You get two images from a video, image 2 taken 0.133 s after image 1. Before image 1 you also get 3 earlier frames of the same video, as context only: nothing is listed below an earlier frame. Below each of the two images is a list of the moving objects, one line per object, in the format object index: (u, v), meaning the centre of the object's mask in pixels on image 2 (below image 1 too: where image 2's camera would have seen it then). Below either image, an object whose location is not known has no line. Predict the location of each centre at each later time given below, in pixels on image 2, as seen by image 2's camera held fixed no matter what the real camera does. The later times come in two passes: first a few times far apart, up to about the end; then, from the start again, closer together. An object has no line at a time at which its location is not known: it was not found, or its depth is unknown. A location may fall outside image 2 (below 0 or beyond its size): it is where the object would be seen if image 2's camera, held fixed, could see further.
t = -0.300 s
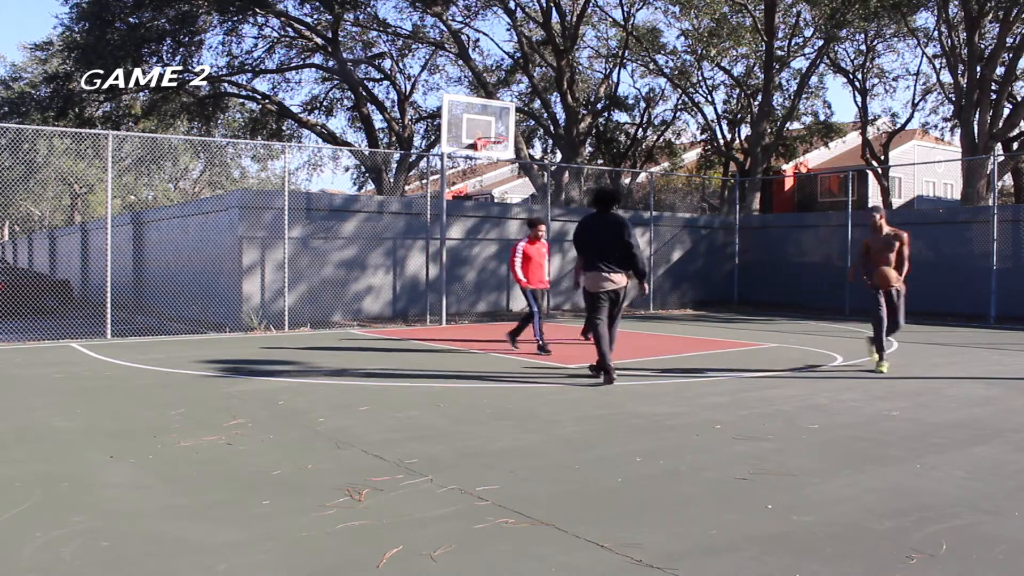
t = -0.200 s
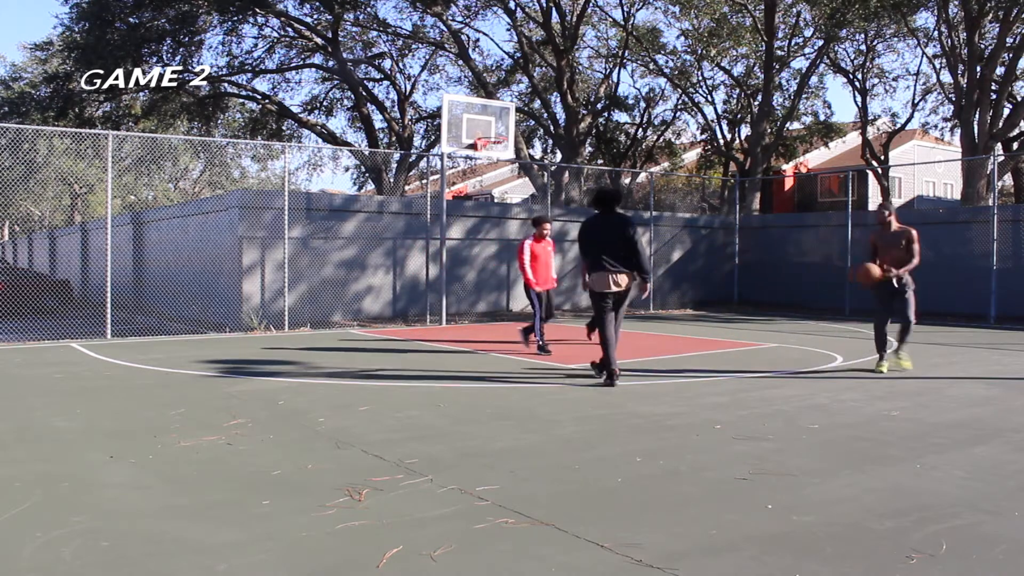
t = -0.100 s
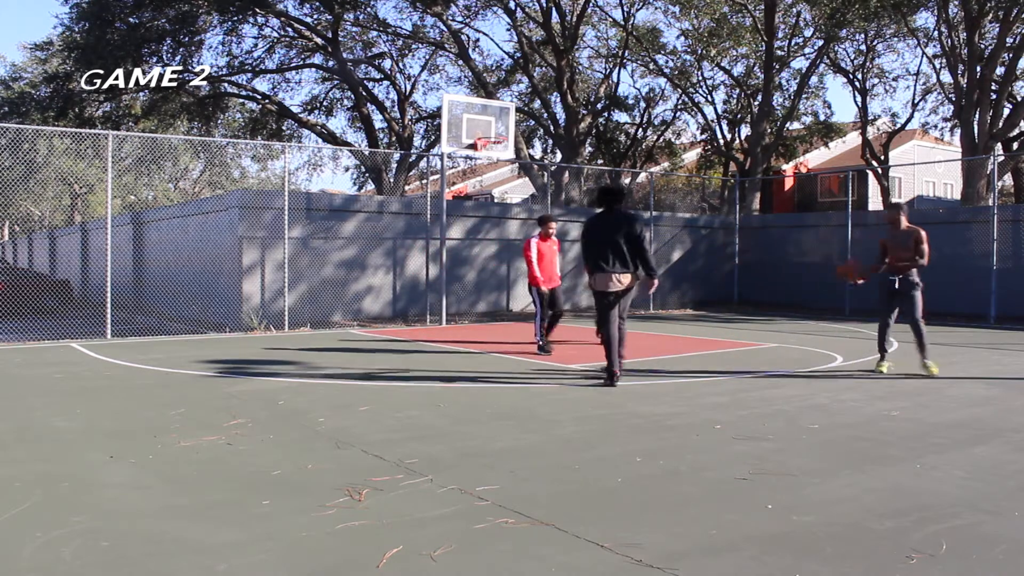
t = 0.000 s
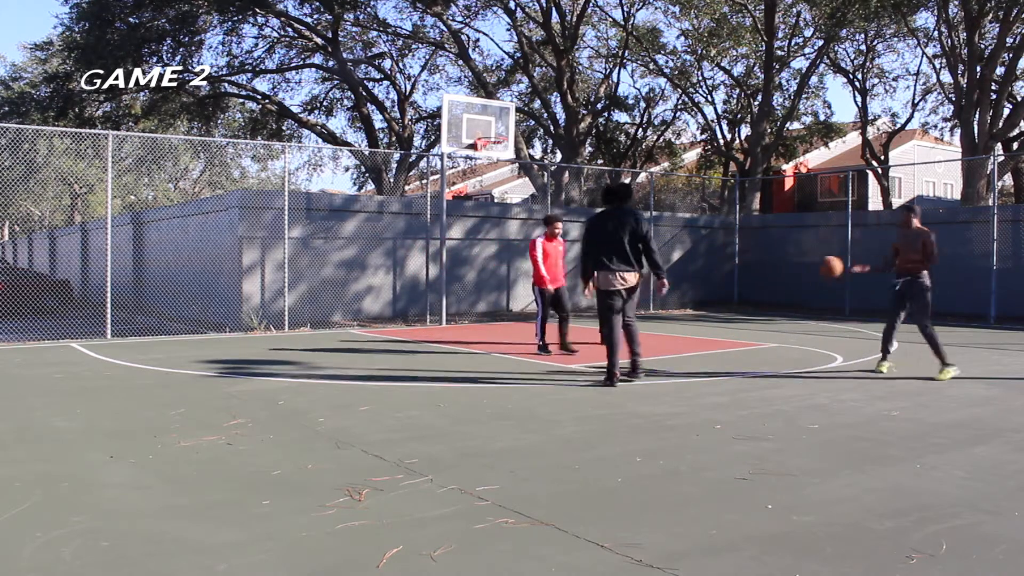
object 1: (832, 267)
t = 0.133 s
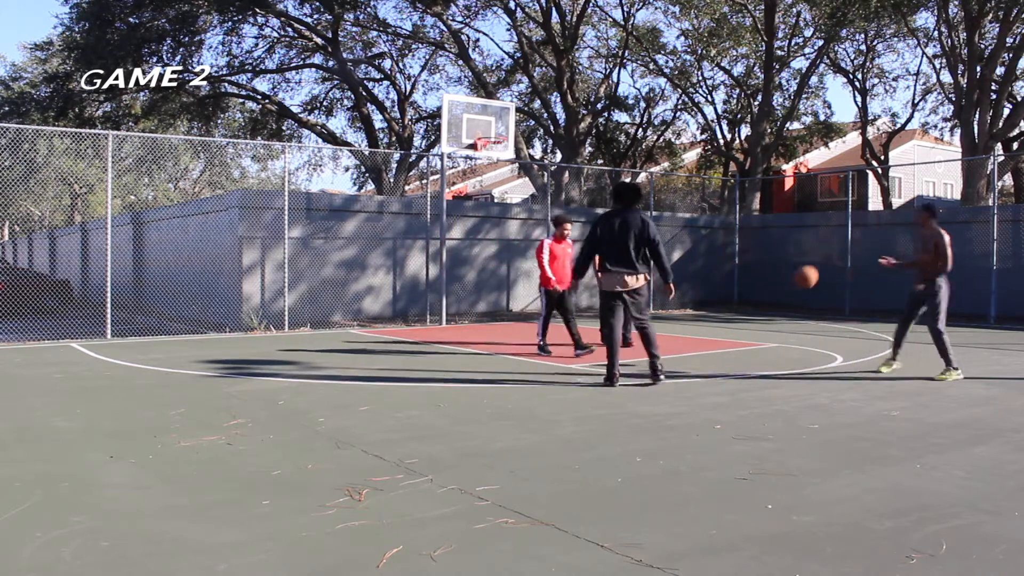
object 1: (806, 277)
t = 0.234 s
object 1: (790, 294)
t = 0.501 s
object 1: (747, 331)
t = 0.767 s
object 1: (711, 298)
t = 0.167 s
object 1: (801, 282)
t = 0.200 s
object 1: (795, 287)
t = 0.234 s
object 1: (790, 294)
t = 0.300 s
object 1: (779, 309)
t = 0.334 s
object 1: (774, 318)
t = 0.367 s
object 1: (767, 329)
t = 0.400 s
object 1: (762, 340)
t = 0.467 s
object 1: (751, 340)
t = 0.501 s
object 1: (747, 331)
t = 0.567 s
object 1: (737, 317)
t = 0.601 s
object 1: (733, 312)
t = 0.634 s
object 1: (728, 306)
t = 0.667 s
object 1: (725, 304)
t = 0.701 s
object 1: (720, 301)
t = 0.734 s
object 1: (715, 299)
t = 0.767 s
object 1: (711, 298)
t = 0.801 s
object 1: (706, 298)
